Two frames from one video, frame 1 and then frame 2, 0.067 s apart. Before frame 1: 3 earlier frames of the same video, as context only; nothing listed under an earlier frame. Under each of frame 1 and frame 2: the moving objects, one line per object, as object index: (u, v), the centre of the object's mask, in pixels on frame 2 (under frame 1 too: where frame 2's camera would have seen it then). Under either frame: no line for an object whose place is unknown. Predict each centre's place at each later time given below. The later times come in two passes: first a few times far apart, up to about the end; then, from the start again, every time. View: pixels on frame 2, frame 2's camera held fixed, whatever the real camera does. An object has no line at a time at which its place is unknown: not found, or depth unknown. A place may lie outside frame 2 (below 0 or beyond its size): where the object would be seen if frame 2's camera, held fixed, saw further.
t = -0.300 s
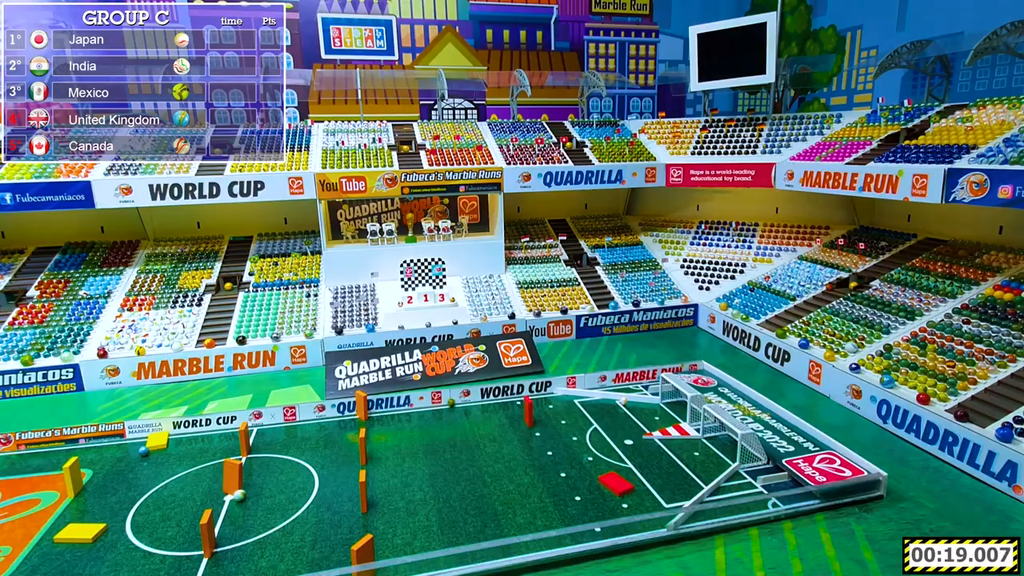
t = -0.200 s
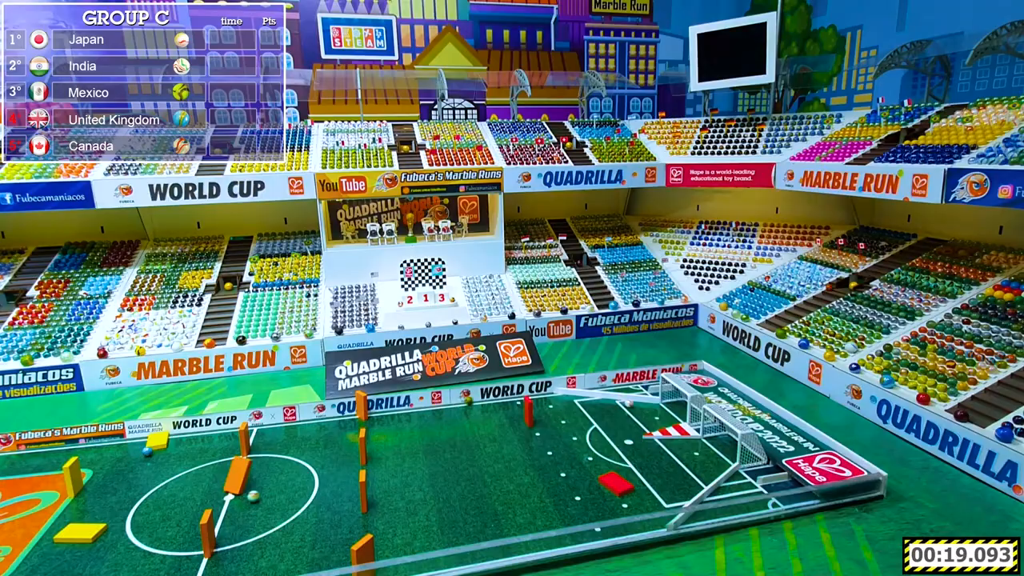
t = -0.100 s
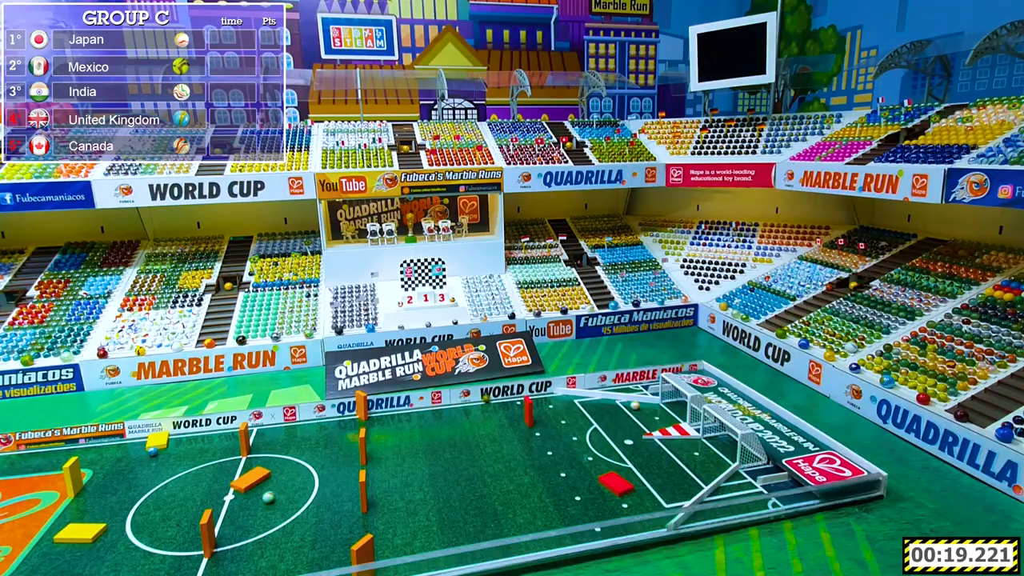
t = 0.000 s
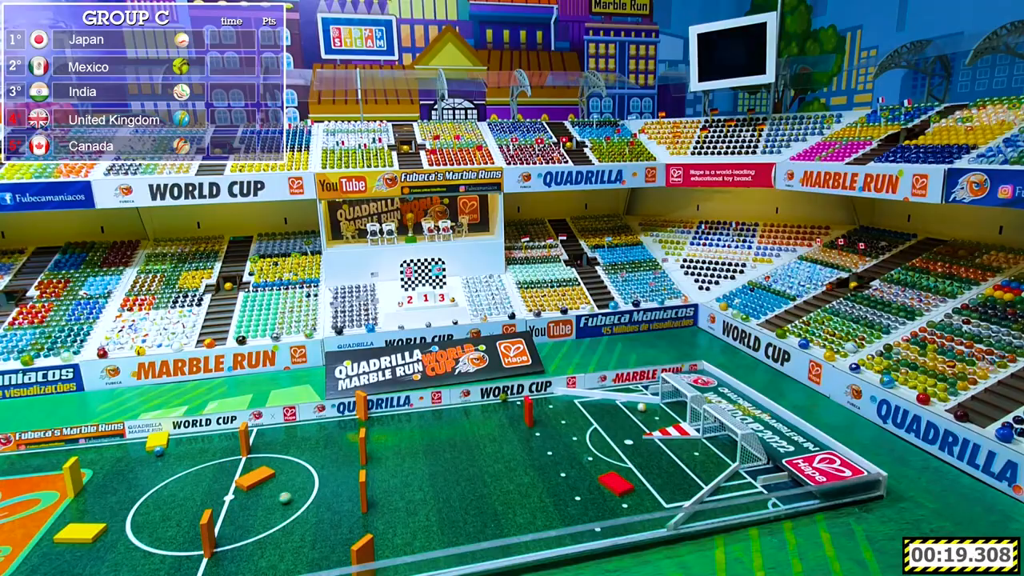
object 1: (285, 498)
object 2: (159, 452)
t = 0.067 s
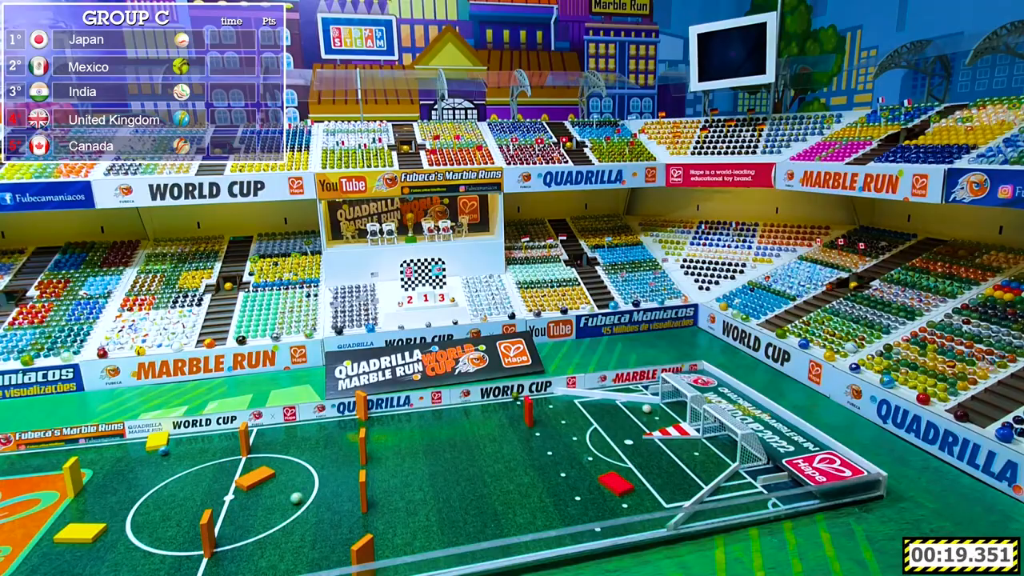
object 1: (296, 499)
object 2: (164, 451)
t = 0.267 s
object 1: (332, 499)
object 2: (181, 449)
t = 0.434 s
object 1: (357, 500)
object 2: (199, 447)
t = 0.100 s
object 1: (301, 499)
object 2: (166, 451)
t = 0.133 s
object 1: (307, 499)
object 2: (169, 450)
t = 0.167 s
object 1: (314, 499)
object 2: (172, 450)
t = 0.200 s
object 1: (319, 499)
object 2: (175, 450)
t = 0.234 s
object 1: (326, 499)
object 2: (178, 449)
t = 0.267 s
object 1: (332, 499)
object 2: (181, 449)
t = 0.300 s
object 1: (339, 499)
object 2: (185, 449)
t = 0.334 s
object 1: (345, 499)
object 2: (188, 449)
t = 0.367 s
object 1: (352, 499)
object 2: (192, 448)
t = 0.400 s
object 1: (355, 499)
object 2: (196, 448)
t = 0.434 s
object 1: (357, 500)
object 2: (199, 447)
